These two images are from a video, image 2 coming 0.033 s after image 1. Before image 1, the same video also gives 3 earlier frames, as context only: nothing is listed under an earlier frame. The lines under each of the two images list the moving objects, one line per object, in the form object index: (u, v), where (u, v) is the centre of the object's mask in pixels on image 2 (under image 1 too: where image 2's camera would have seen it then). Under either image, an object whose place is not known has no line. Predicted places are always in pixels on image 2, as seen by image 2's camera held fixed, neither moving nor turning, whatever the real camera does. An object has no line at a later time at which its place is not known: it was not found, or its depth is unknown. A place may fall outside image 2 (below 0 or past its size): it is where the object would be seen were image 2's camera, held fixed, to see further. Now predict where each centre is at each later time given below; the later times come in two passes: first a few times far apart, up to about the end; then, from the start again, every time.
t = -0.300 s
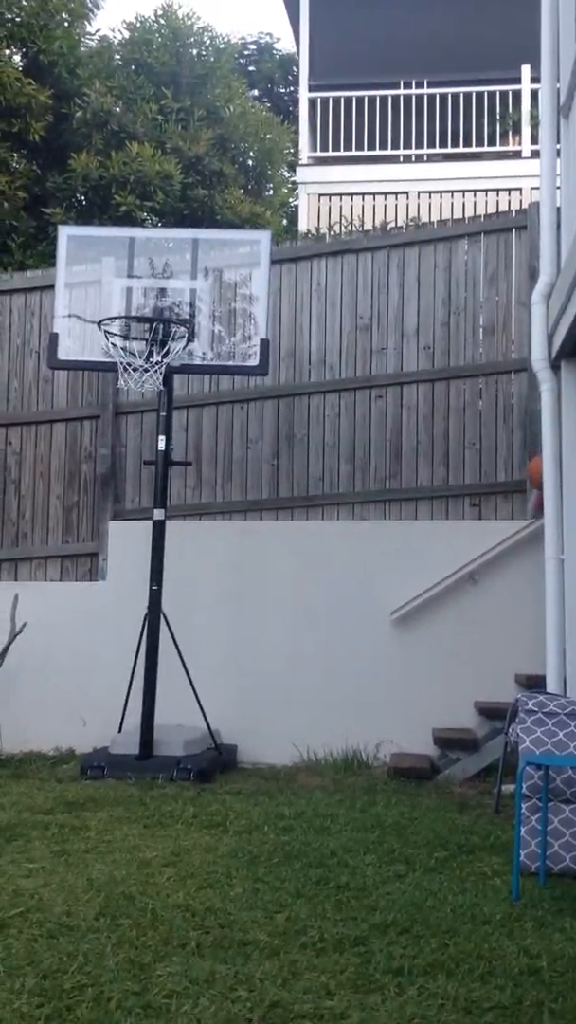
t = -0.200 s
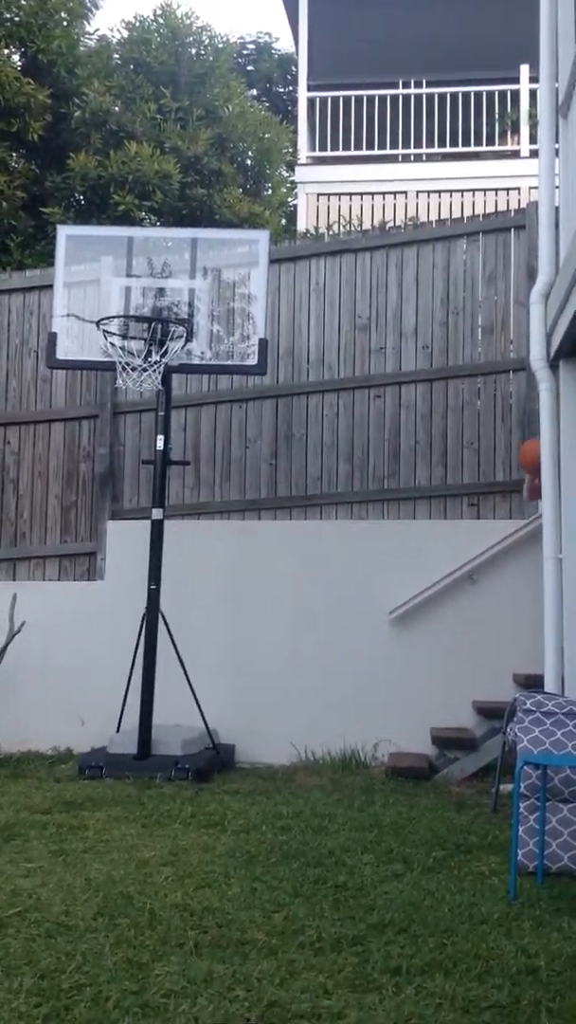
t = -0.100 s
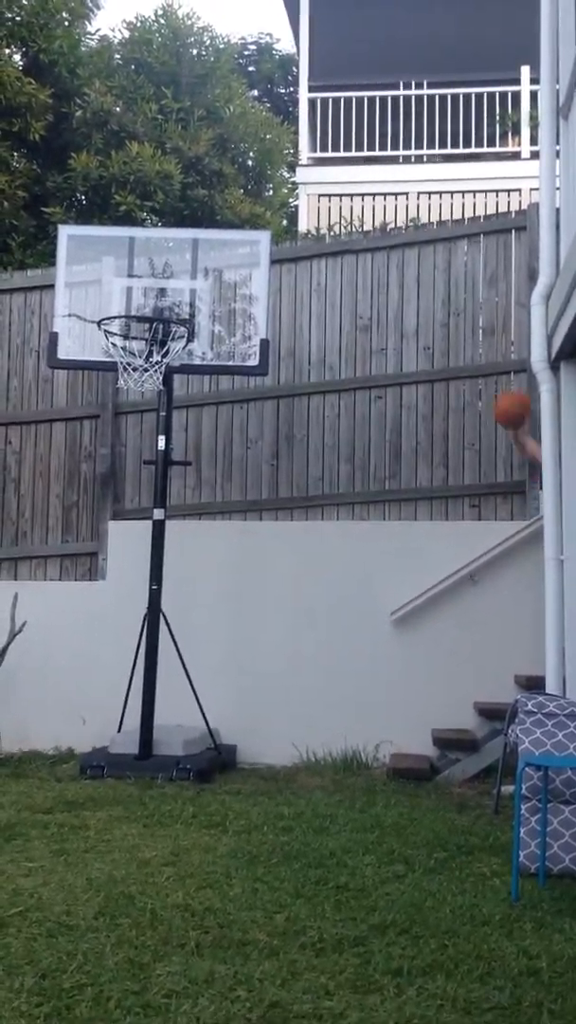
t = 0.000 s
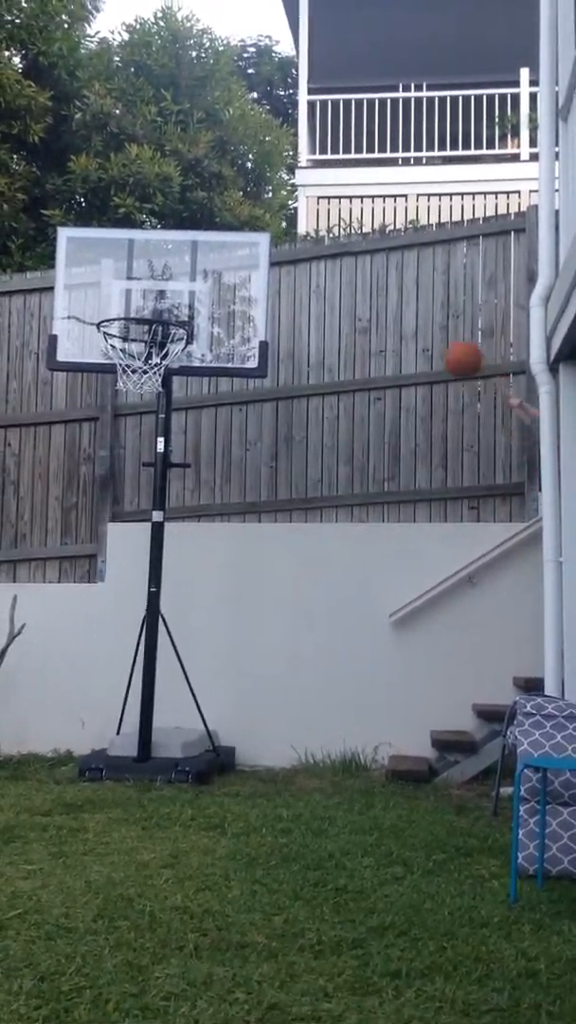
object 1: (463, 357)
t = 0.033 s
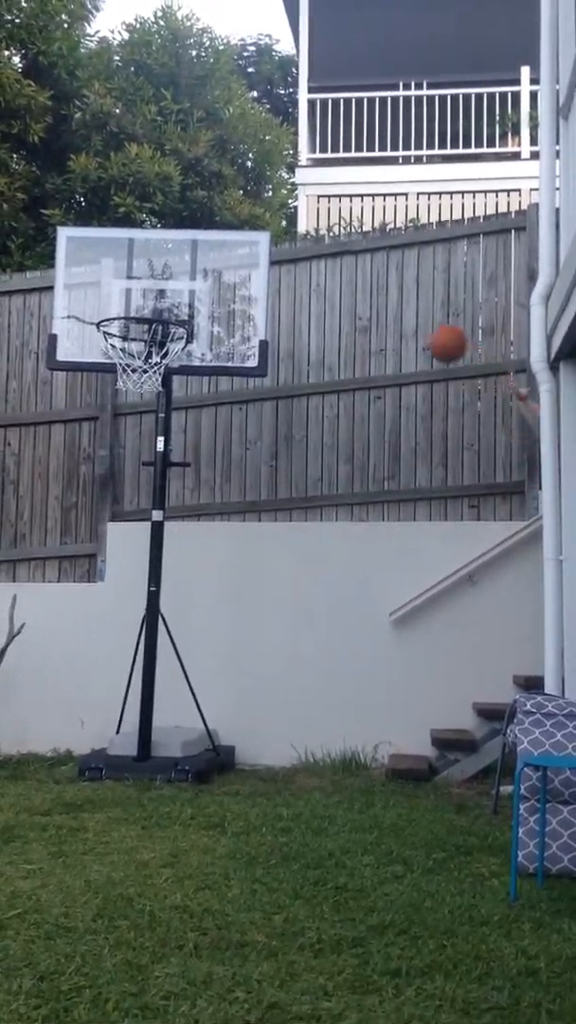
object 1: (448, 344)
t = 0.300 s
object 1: (316, 295)
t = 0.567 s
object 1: (216, 363)
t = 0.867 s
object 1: (280, 598)
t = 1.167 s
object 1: (366, 650)
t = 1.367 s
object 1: (433, 550)
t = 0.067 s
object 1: (431, 331)
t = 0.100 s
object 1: (416, 321)
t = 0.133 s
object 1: (399, 312)
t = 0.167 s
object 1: (382, 305)
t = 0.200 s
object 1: (366, 300)
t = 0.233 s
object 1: (349, 296)
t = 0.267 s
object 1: (333, 295)
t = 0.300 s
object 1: (316, 295)
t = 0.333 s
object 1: (300, 296)
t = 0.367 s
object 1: (283, 301)
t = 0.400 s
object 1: (267, 307)
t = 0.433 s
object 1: (250, 314)
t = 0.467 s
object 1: (233, 324)
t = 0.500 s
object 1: (216, 335)
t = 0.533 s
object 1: (209, 347)
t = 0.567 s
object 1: (216, 363)
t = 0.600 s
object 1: (223, 380)
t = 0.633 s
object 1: (230, 400)
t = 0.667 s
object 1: (237, 422)
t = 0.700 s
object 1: (245, 446)
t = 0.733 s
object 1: (253, 471)
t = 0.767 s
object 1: (260, 500)
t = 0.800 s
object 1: (266, 530)
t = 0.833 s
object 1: (273, 563)
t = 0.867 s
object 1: (280, 598)
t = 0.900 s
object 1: (286, 634)
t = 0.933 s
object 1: (293, 673)
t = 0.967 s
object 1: (300, 715)
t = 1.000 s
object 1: (308, 760)
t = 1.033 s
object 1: (319, 763)
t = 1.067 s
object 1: (331, 731)
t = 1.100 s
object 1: (342, 702)
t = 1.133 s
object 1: (354, 675)
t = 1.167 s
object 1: (366, 650)
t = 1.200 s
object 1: (377, 628)
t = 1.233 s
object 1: (388, 608)
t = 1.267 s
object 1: (400, 590)
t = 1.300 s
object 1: (411, 575)
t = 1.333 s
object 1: (422, 561)
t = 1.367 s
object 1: (433, 550)
